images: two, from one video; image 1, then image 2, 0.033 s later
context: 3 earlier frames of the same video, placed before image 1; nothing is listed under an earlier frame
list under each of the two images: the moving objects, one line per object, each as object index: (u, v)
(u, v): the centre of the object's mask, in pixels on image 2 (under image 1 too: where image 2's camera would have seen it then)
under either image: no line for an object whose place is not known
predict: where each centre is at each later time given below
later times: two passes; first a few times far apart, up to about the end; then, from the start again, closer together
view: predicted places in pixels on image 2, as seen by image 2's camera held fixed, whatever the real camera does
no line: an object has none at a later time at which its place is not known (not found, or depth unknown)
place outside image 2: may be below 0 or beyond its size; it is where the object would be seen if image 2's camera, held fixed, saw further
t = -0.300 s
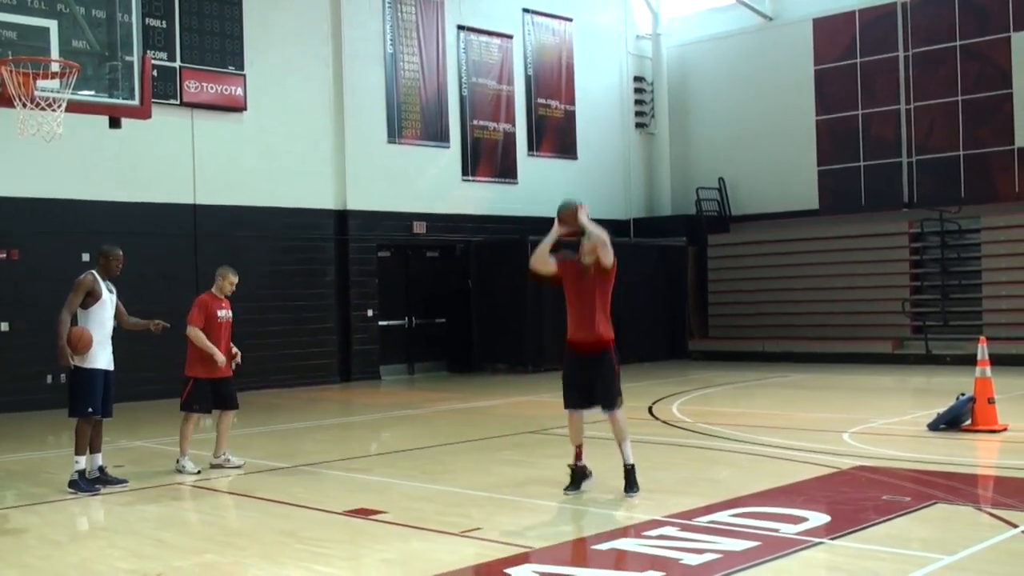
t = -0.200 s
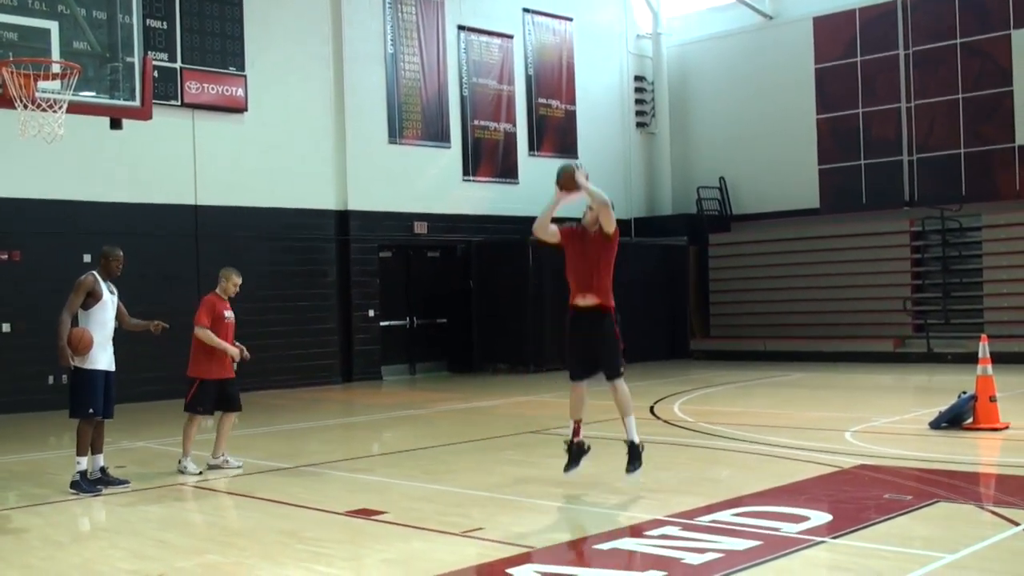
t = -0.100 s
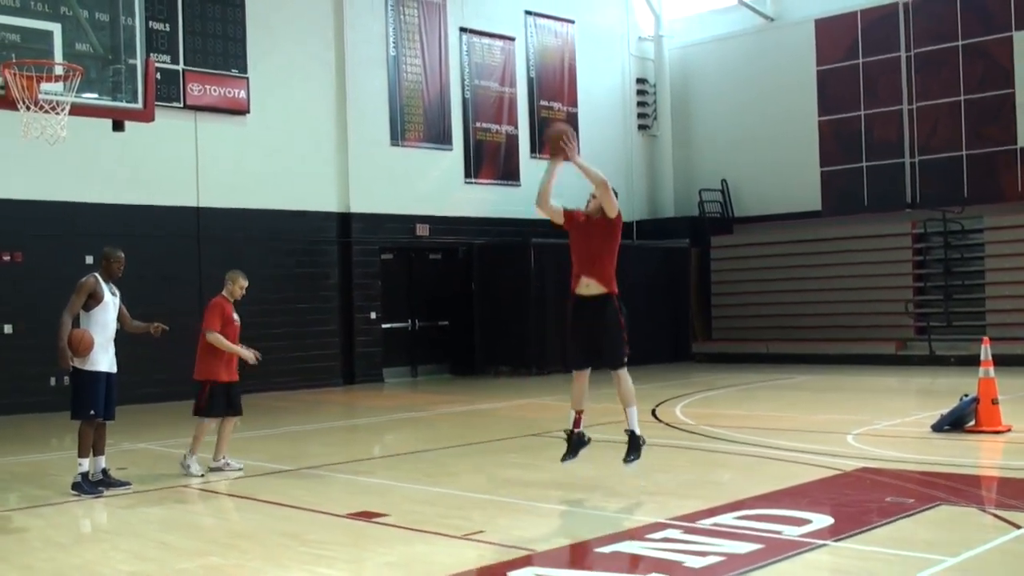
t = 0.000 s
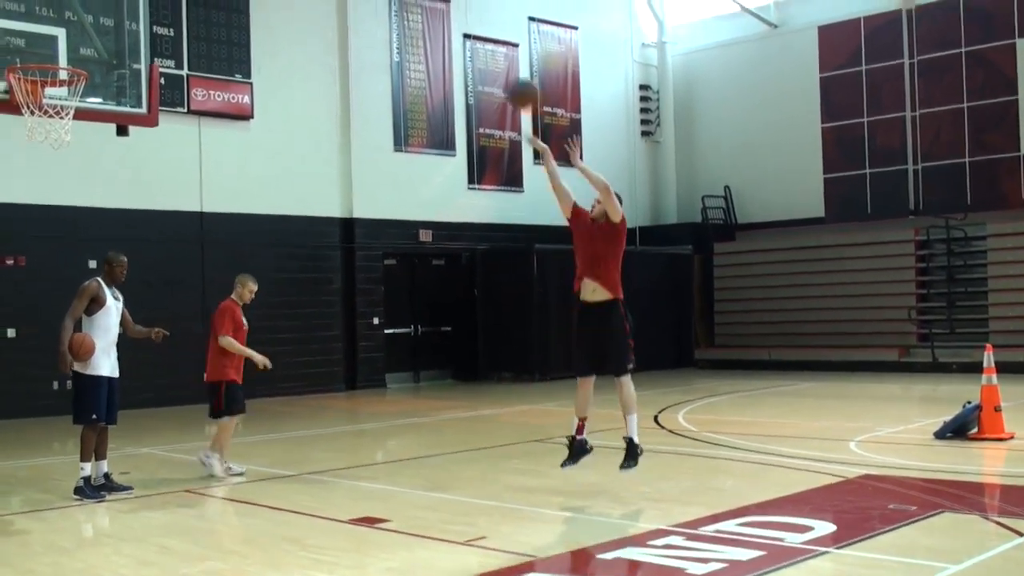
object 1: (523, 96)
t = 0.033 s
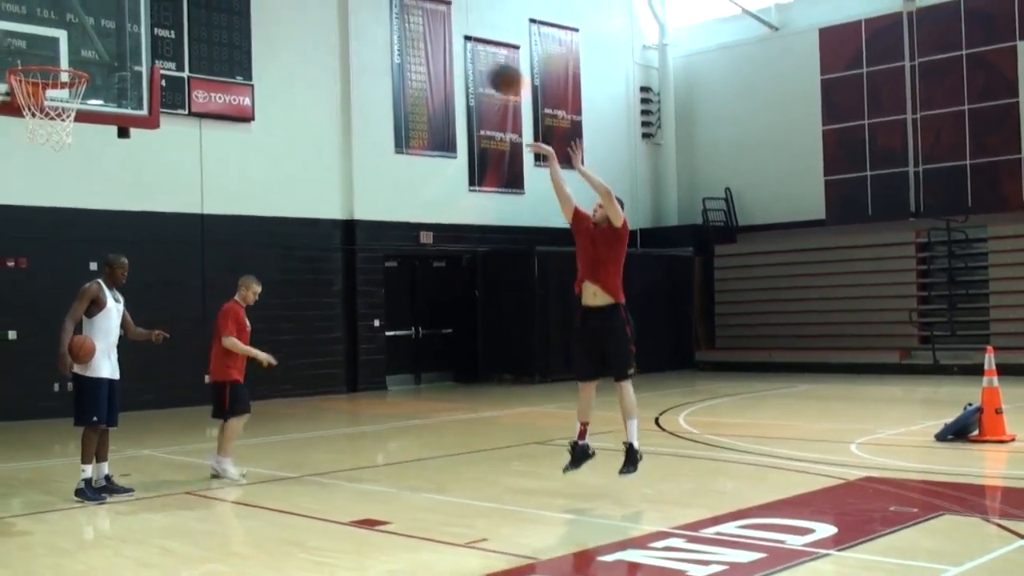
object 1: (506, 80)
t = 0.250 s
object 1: (386, -1)
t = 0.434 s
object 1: (281, -15)
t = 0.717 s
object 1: (107, 30)
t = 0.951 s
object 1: (7, 112)
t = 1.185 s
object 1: (8, 143)
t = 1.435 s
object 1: (12, 280)
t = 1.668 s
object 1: (19, 494)
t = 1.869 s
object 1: (34, 437)
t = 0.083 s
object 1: (478, 53)
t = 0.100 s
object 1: (469, 46)
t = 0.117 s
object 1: (460, 38)
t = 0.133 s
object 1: (451, 33)
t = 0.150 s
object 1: (441, 25)
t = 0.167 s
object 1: (432, 20)
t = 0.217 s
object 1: (404, 5)
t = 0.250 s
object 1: (386, -1)
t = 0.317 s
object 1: (348, -8)
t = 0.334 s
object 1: (342, -9)
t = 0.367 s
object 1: (321, -12)
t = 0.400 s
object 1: (301, -14)
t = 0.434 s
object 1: (281, -15)
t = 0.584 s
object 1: (191, -11)
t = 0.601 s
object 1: (186, -11)
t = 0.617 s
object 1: (170, -6)
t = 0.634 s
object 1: (162, -2)
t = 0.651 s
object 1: (150, 5)
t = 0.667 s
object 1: (144, 9)
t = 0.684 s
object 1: (127, 17)
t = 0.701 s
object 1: (124, 19)
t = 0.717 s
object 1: (107, 30)
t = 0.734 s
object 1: (103, 34)
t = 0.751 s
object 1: (87, 46)
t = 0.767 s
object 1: (81, 49)
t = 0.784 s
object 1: (64, 59)
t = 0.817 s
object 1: (42, 84)
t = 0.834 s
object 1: (36, 92)
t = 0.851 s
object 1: (23, 100)
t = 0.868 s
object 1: (14, 104)
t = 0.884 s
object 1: (10, 109)
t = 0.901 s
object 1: (7, 109)
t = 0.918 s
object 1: (5, 110)
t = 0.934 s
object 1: (8, 115)
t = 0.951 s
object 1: (7, 112)
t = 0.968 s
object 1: (8, 111)
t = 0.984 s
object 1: (7, 111)
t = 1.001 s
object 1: (7, 110)
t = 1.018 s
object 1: (7, 111)
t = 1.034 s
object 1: (7, 113)
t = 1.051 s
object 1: (7, 115)
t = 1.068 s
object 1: (7, 117)
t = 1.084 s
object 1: (7, 120)
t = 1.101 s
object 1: (7, 123)
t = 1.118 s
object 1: (7, 127)
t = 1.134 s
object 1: (7, 131)
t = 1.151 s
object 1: (8, 135)
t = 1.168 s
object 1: (8, 139)
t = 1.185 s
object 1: (8, 143)
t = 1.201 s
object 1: (9, 149)
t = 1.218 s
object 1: (9, 155)
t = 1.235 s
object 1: (9, 162)
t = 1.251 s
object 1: (10, 170)
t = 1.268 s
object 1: (10, 177)
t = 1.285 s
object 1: (10, 186)
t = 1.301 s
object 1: (11, 194)
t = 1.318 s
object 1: (11, 205)
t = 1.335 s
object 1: (10, 212)
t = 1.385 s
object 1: (12, 246)
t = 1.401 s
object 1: (11, 255)
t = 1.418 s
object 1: (13, 269)
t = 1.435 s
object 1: (12, 280)
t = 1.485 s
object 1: (15, 321)
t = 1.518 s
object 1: (16, 350)
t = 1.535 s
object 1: (15, 364)
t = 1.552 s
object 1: (16, 380)
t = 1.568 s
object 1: (17, 395)
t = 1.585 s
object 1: (17, 409)
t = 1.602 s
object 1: (17, 419)
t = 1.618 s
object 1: (19, 443)
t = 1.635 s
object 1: (19, 455)
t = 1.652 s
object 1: (20, 482)
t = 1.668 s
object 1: (19, 494)
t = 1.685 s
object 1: (20, 518)
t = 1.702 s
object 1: (21, 528)
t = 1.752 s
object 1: (26, 518)
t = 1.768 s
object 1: (26, 506)
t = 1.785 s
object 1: (27, 492)
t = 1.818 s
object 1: (31, 468)
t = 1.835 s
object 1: (31, 460)
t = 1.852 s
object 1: (33, 444)
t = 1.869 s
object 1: (34, 437)
